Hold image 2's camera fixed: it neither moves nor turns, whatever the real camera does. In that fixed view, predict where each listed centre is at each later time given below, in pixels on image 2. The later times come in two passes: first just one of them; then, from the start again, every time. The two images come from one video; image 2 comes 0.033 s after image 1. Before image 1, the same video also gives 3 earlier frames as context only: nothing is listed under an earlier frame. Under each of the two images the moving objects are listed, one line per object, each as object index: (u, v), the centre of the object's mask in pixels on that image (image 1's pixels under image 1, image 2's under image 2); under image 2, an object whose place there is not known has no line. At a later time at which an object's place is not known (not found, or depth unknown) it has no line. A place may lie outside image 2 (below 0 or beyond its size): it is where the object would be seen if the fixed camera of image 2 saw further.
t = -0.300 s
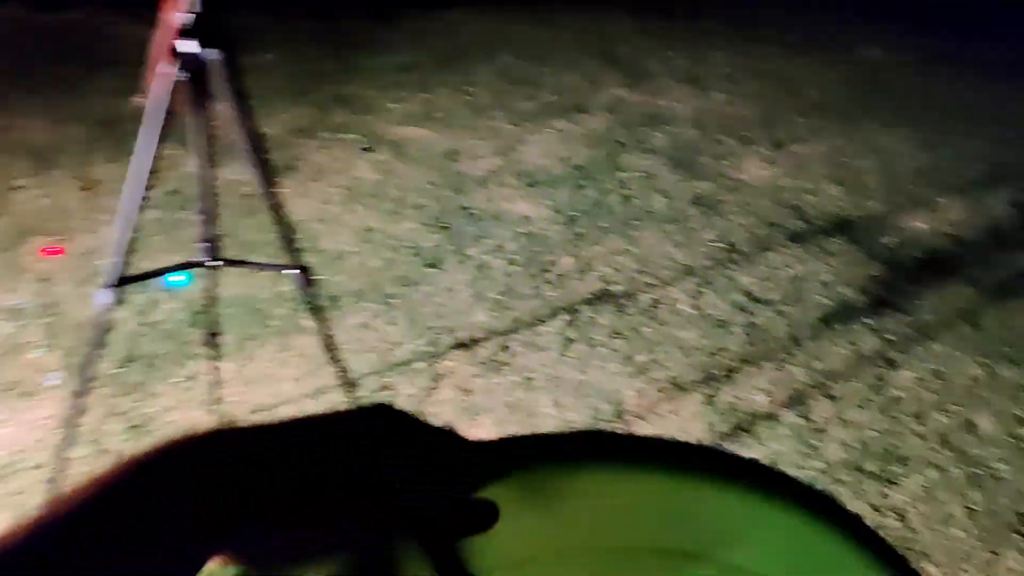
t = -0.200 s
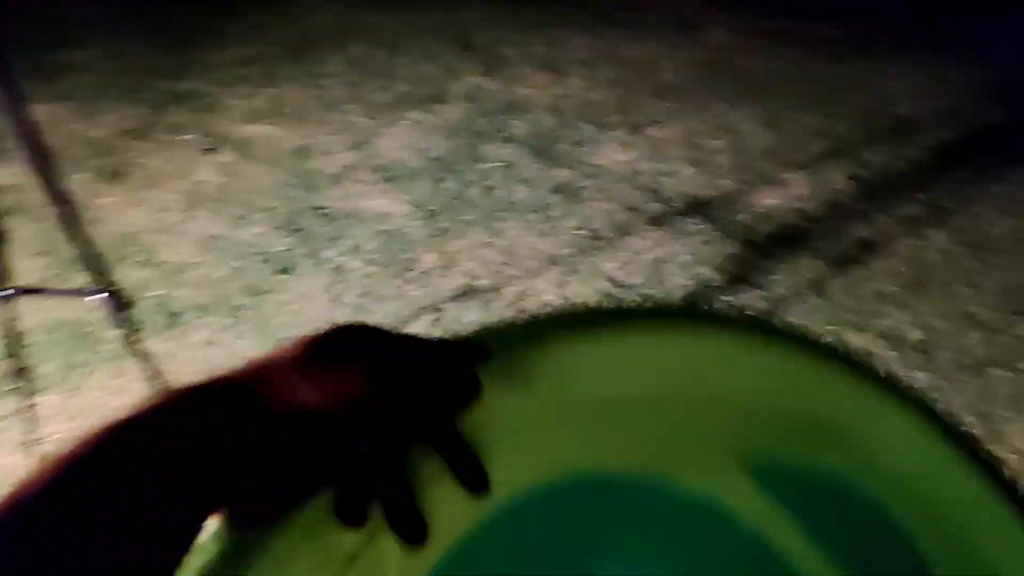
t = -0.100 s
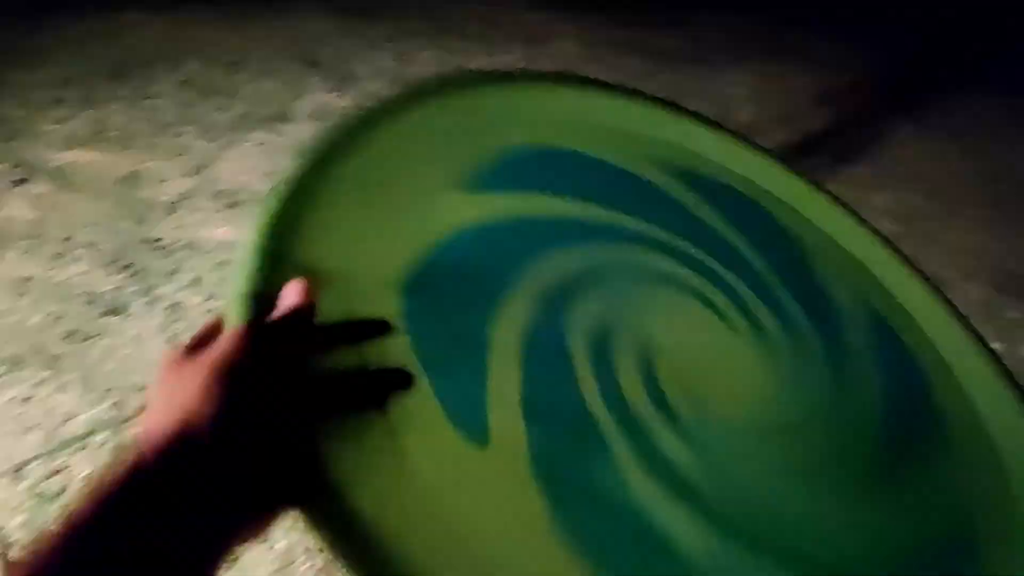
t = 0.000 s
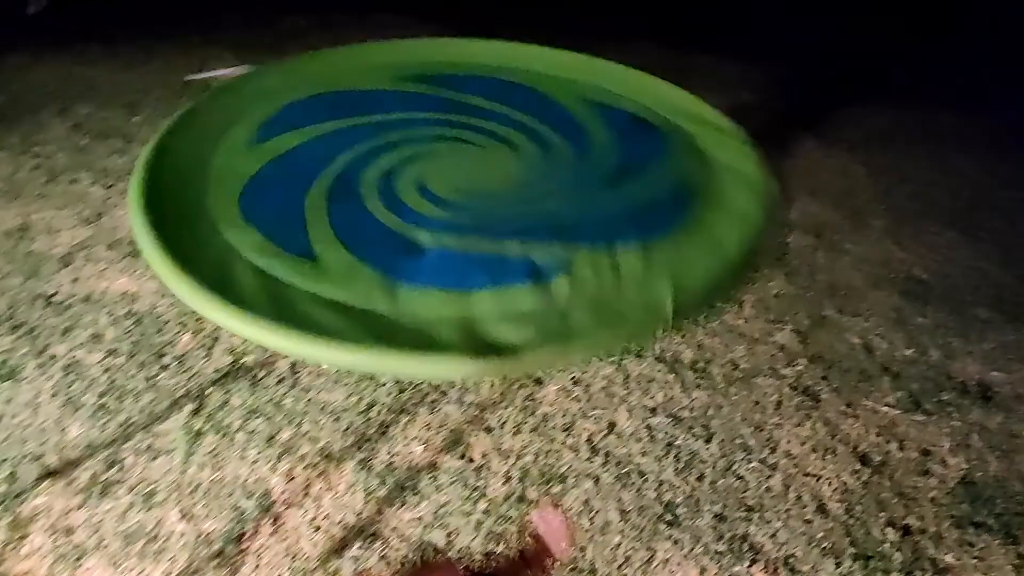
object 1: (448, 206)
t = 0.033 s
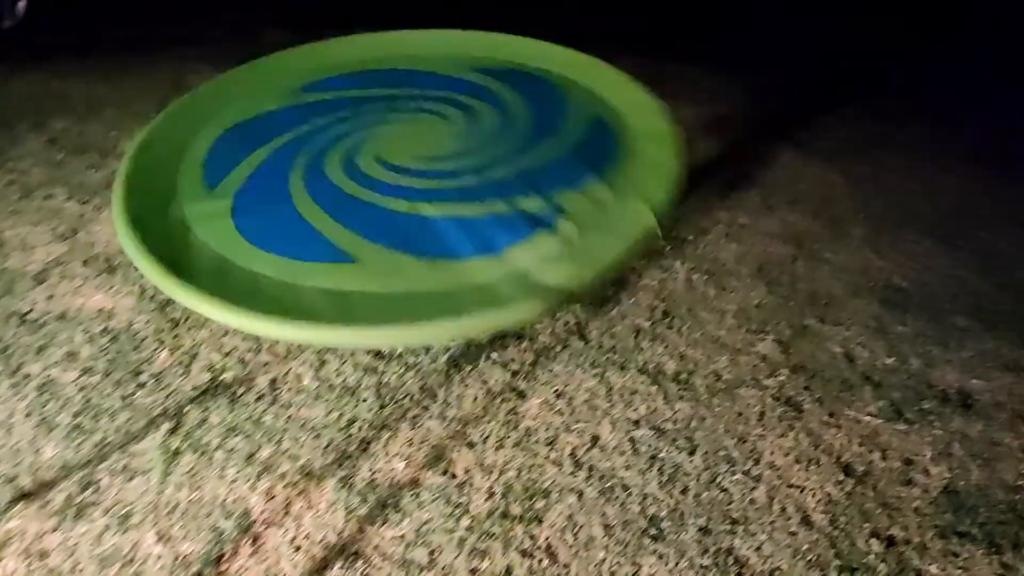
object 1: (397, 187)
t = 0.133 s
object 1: (325, 126)
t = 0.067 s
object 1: (369, 162)
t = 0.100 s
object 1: (343, 143)
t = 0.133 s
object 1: (325, 126)
